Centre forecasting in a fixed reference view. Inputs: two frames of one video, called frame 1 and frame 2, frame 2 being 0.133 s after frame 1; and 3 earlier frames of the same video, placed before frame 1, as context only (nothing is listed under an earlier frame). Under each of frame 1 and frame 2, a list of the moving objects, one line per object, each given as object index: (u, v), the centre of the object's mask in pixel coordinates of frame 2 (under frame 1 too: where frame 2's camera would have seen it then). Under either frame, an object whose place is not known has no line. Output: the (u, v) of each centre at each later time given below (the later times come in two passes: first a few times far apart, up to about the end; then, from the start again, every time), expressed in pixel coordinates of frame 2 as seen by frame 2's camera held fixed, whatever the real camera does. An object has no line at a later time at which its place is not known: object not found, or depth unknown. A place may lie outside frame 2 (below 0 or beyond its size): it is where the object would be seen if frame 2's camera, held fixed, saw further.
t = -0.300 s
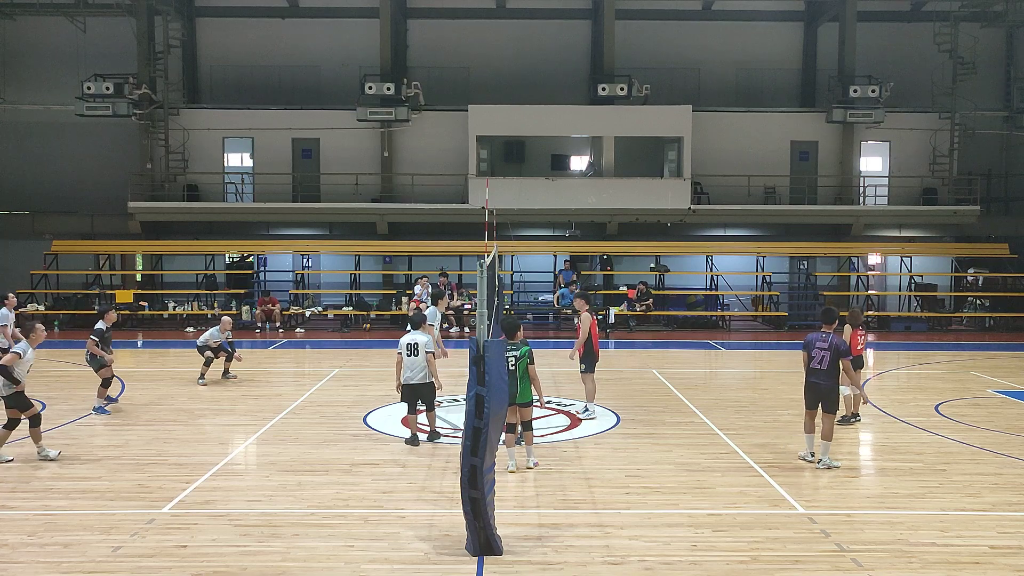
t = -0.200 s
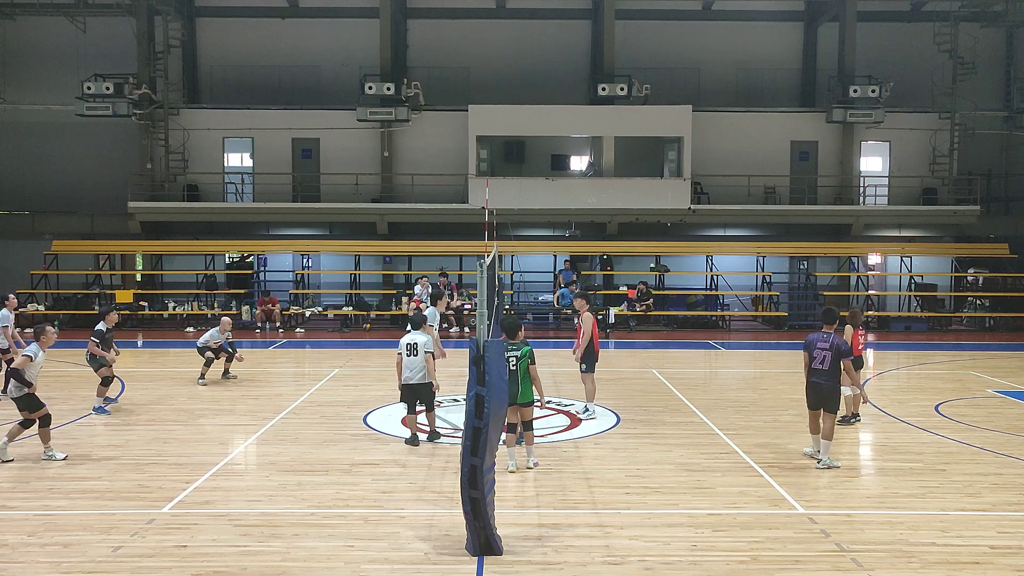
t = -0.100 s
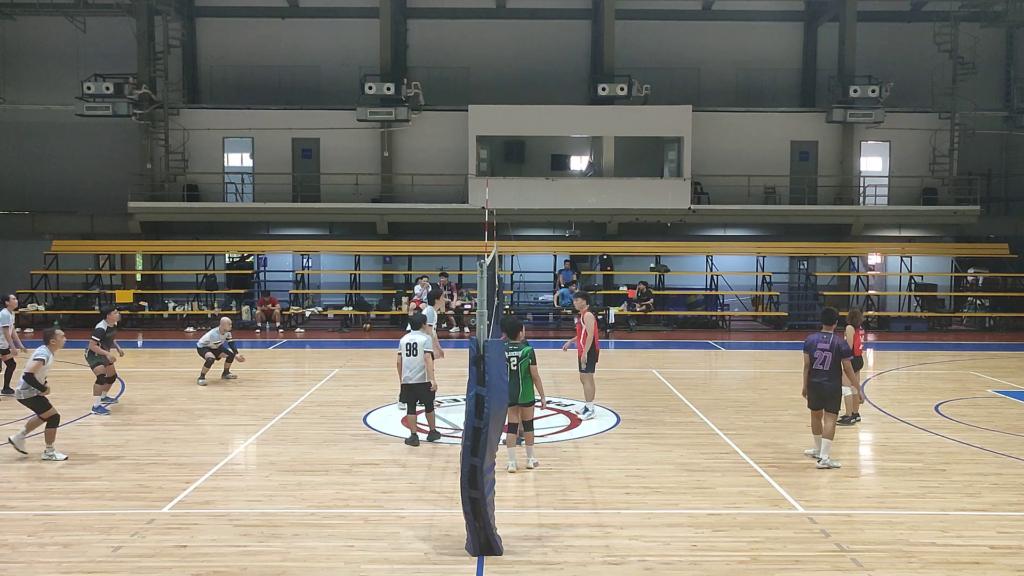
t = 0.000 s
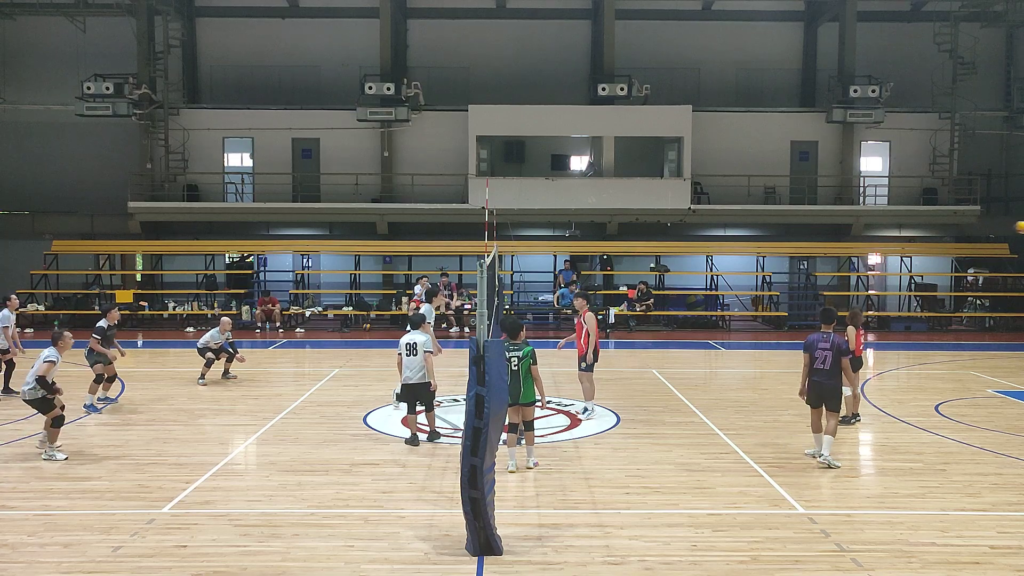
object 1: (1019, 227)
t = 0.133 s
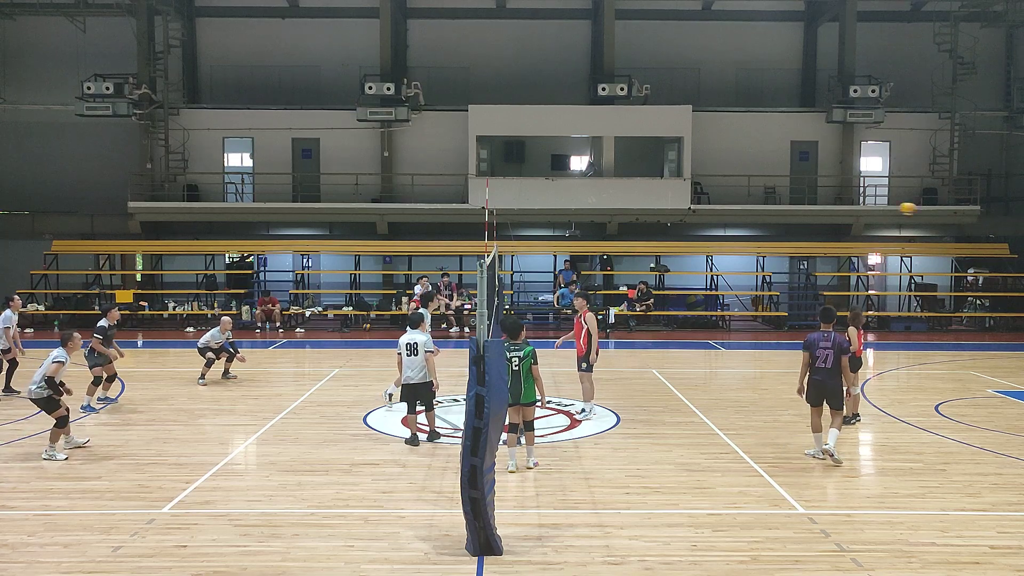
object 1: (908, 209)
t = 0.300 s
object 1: (772, 198)
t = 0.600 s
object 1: (551, 213)
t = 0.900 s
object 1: (356, 260)
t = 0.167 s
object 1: (879, 206)
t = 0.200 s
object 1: (852, 202)
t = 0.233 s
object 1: (825, 201)
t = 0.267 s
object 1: (798, 199)
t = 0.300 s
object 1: (772, 198)
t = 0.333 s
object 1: (746, 198)
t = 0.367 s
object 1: (721, 198)
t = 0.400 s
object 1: (696, 199)
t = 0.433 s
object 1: (671, 200)
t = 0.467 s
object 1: (646, 202)
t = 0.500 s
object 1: (621, 204)
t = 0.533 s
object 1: (597, 207)
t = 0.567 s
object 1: (574, 210)
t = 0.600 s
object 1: (551, 213)
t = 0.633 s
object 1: (528, 216)
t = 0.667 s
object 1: (505, 220)
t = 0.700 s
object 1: (484, 224)
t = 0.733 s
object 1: (462, 229)
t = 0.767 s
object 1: (440, 235)
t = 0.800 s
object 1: (419, 240)
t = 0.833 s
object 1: (397, 247)
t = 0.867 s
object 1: (376, 253)
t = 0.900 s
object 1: (356, 260)
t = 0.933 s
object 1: (335, 268)
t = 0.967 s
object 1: (315, 276)
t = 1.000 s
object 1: (294, 285)
